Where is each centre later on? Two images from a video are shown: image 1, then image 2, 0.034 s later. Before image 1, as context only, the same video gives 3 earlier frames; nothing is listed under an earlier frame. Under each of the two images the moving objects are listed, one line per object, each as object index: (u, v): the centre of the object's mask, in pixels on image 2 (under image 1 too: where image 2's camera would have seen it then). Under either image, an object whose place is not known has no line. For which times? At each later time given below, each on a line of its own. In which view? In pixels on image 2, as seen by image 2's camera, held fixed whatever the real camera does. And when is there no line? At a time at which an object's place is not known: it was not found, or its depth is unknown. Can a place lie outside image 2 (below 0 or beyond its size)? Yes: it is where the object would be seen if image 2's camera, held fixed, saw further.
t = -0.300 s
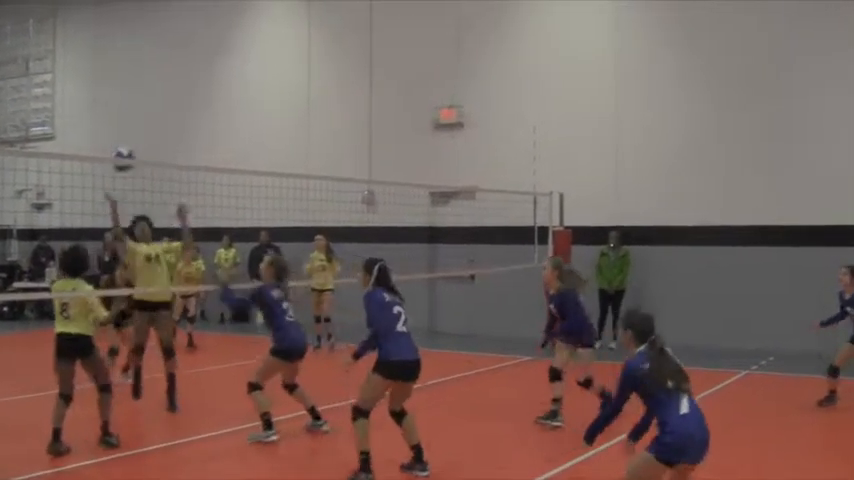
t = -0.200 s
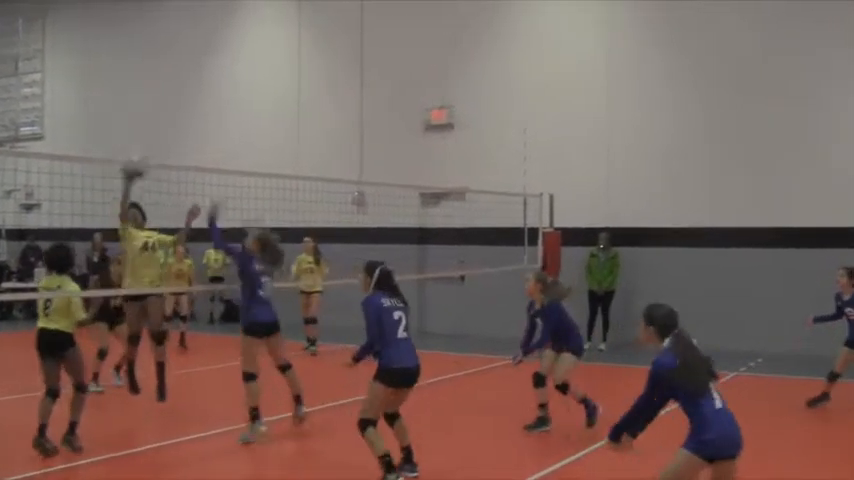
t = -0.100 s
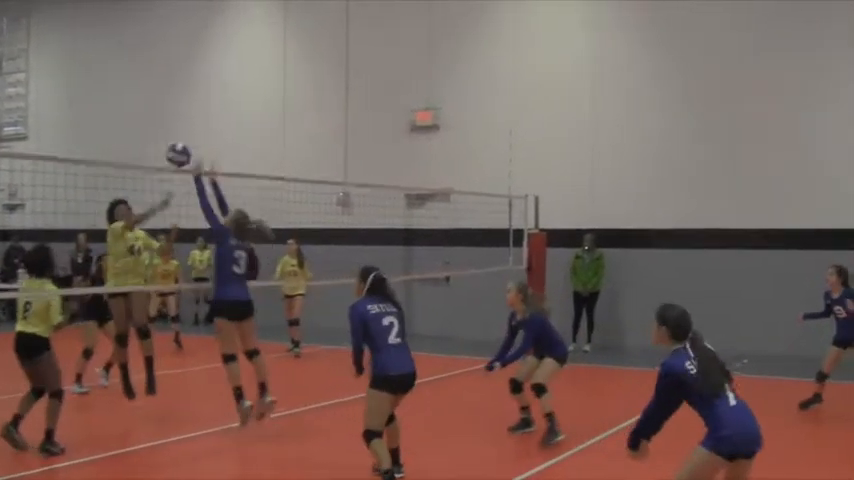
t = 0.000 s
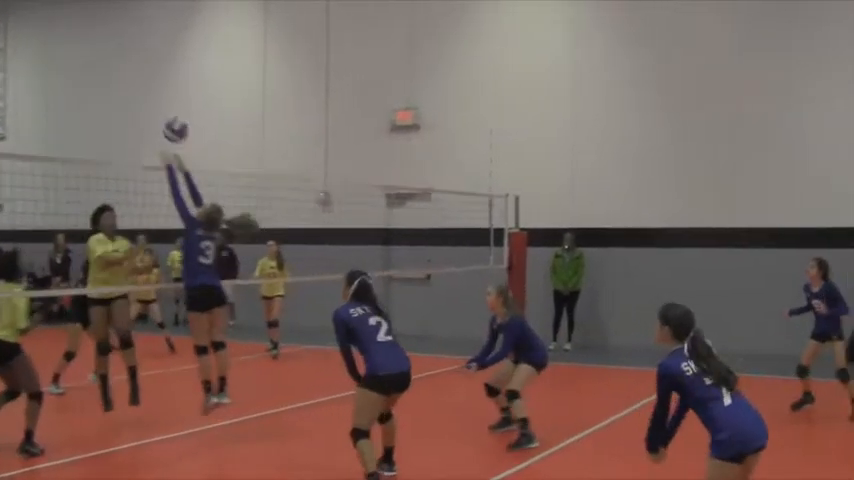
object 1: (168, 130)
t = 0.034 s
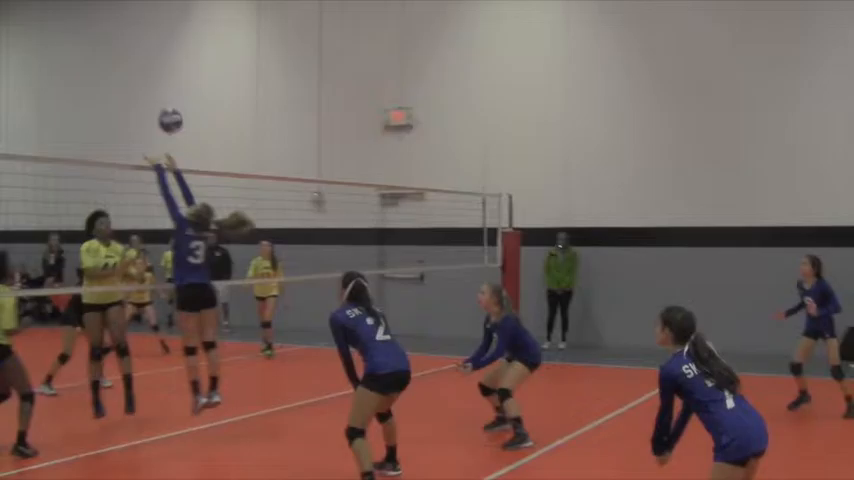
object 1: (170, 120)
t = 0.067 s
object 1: (171, 113)
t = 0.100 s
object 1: (172, 106)
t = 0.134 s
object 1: (173, 101)
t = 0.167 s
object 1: (173, 97)
